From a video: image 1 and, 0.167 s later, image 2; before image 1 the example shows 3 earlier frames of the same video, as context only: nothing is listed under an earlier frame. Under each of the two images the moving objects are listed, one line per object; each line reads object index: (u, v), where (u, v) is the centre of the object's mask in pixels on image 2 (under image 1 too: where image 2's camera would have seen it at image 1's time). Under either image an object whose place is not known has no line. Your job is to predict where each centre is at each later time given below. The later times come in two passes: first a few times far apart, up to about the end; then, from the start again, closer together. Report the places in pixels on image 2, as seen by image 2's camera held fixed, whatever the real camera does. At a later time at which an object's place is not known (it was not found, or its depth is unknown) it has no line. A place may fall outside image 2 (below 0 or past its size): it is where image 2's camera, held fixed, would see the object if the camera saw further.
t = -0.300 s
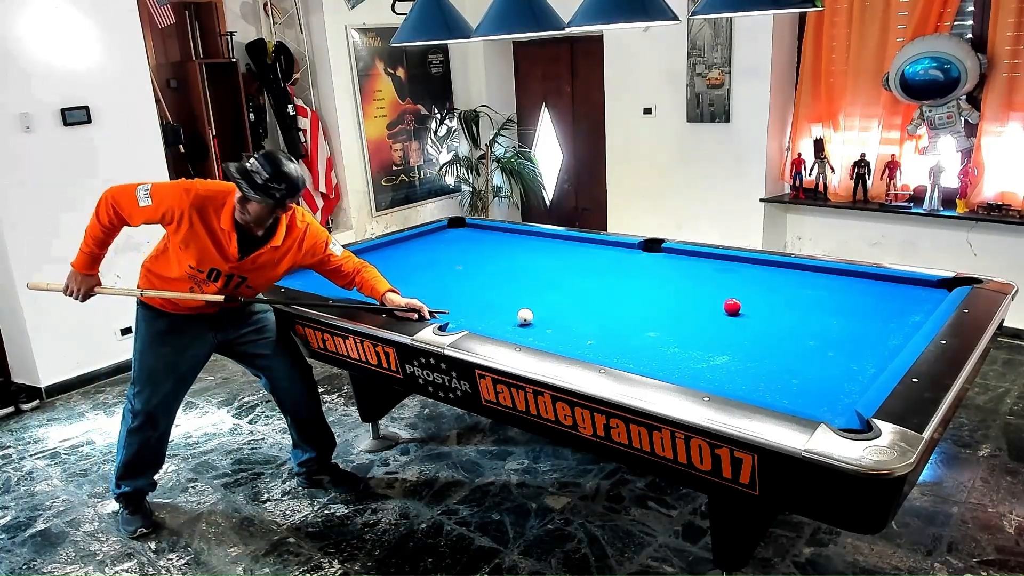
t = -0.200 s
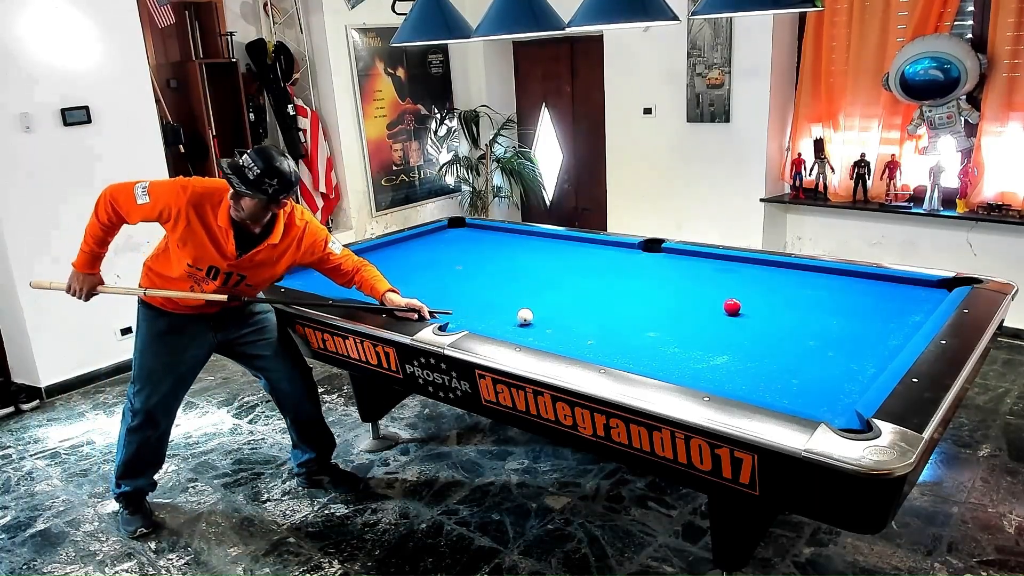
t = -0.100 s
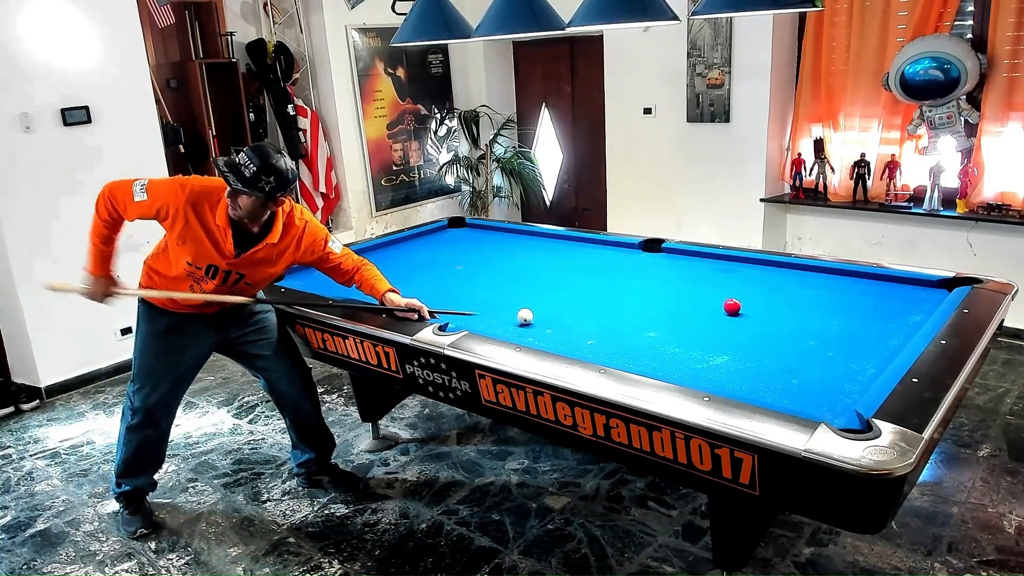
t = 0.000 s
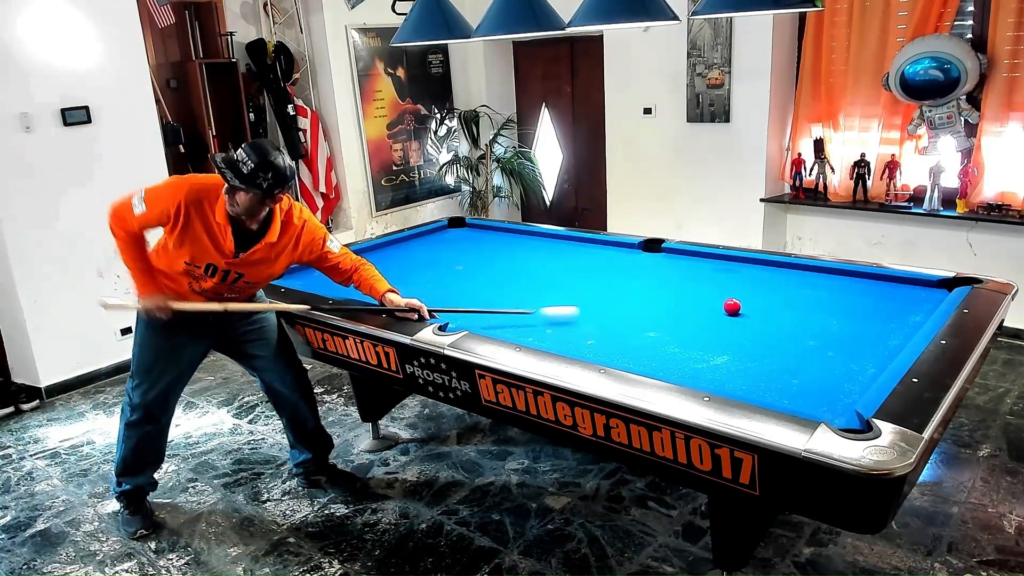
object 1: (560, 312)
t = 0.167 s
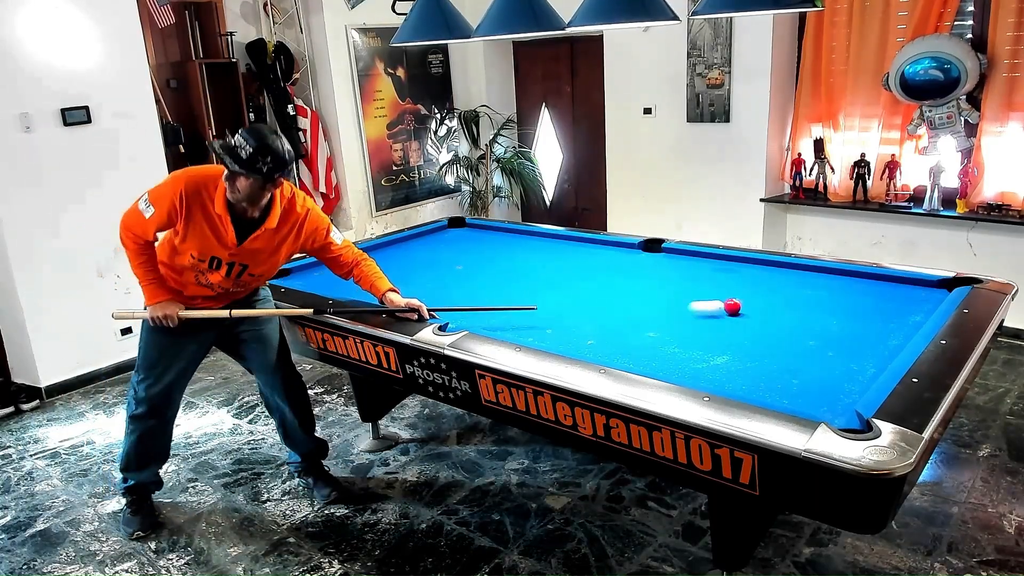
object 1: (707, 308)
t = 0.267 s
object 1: (724, 311)
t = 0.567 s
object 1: (788, 317)
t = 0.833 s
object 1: (858, 323)
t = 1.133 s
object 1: (902, 323)
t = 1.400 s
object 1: (867, 314)
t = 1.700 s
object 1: (832, 305)
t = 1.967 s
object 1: (805, 298)
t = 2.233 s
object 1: (781, 291)
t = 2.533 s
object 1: (758, 286)
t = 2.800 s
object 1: (741, 281)
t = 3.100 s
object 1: (723, 276)
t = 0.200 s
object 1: (718, 308)
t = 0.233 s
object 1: (720, 310)
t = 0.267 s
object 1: (724, 311)
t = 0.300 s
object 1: (728, 312)
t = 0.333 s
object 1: (733, 313)
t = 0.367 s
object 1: (739, 313)
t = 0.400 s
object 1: (747, 314)
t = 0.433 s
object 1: (755, 315)
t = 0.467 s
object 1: (763, 315)
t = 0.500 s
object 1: (772, 316)
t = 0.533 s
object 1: (780, 316)
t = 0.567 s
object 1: (788, 317)
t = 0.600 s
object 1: (797, 318)
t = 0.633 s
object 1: (806, 319)
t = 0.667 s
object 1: (815, 319)
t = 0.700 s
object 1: (823, 320)
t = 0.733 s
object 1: (832, 321)
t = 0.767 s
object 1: (840, 321)
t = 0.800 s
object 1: (849, 322)
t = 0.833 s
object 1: (858, 323)
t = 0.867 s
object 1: (867, 323)
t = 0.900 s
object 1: (875, 324)
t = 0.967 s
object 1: (893, 325)
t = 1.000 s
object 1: (902, 325)
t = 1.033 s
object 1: (910, 326)
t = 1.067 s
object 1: (911, 326)
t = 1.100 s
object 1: (908, 325)
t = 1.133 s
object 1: (902, 323)
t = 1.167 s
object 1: (897, 322)
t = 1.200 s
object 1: (893, 321)
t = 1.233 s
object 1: (888, 320)
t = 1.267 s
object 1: (884, 319)
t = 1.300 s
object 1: (880, 317)
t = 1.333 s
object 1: (875, 316)
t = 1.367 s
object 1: (871, 315)
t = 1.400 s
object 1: (867, 314)
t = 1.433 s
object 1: (863, 313)
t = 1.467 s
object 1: (859, 312)
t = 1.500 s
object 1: (855, 311)
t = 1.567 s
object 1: (847, 309)
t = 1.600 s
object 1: (843, 308)
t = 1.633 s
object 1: (839, 307)
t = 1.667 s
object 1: (836, 306)
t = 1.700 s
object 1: (832, 305)
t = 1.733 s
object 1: (828, 304)
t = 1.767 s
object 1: (825, 303)
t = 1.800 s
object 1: (821, 302)
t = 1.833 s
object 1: (818, 301)
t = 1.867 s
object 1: (815, 300)
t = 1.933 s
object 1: (808, 299)
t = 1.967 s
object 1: (805, 298)
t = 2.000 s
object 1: (802, 297)
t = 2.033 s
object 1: (799, 296)
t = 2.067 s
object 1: (796, 295)
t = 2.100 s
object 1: (793, 295)
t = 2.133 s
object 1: (790, 294)
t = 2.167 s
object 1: (787, 293)
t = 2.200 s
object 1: (784, 292)
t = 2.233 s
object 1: (781, 291)
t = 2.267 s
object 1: (779, 291)
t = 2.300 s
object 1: (776, 290)
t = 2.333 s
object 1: (773, 290)
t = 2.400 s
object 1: (768, 288)
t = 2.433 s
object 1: (766, 287)
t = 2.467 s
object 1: (763, 287)
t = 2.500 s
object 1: (760, 286)
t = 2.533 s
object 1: (758, 286)
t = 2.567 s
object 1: (756, 285)
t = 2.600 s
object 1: (754, 285)
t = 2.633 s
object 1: (751, 284)
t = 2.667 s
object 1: (749, 283)
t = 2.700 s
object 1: (747, 283)
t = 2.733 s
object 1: (745, 282)
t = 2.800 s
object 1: (741, 281)
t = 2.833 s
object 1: (738, 280)
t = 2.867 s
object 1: (737, 280)
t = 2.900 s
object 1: (734, 280)
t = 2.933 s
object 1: (733, 279)
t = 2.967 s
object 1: (731, 279)
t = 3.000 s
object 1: (729, 278)
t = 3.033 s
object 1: (727, 277)
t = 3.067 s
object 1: (725, 277)
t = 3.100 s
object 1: (723, 276)
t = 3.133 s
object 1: (721, 276)
